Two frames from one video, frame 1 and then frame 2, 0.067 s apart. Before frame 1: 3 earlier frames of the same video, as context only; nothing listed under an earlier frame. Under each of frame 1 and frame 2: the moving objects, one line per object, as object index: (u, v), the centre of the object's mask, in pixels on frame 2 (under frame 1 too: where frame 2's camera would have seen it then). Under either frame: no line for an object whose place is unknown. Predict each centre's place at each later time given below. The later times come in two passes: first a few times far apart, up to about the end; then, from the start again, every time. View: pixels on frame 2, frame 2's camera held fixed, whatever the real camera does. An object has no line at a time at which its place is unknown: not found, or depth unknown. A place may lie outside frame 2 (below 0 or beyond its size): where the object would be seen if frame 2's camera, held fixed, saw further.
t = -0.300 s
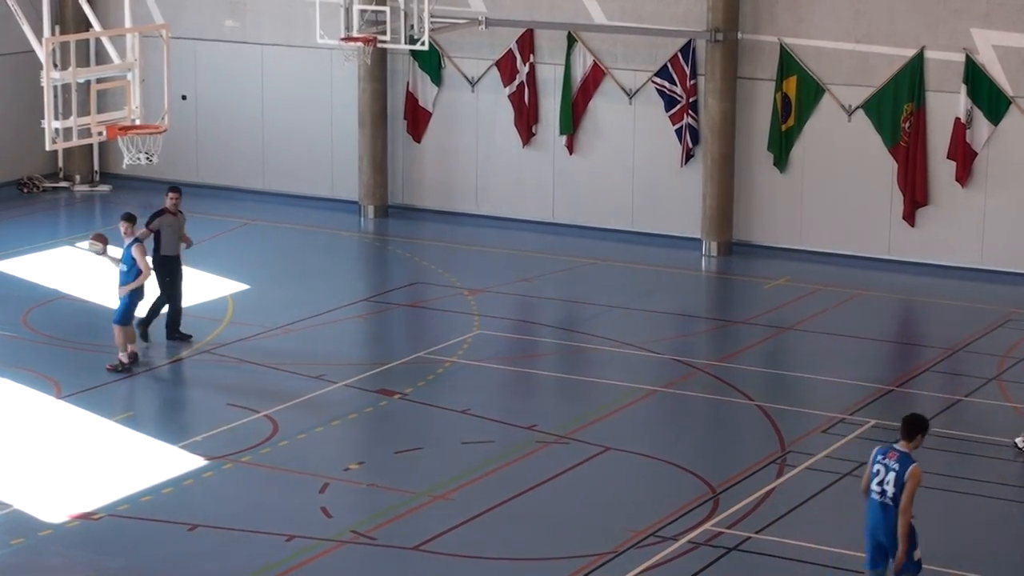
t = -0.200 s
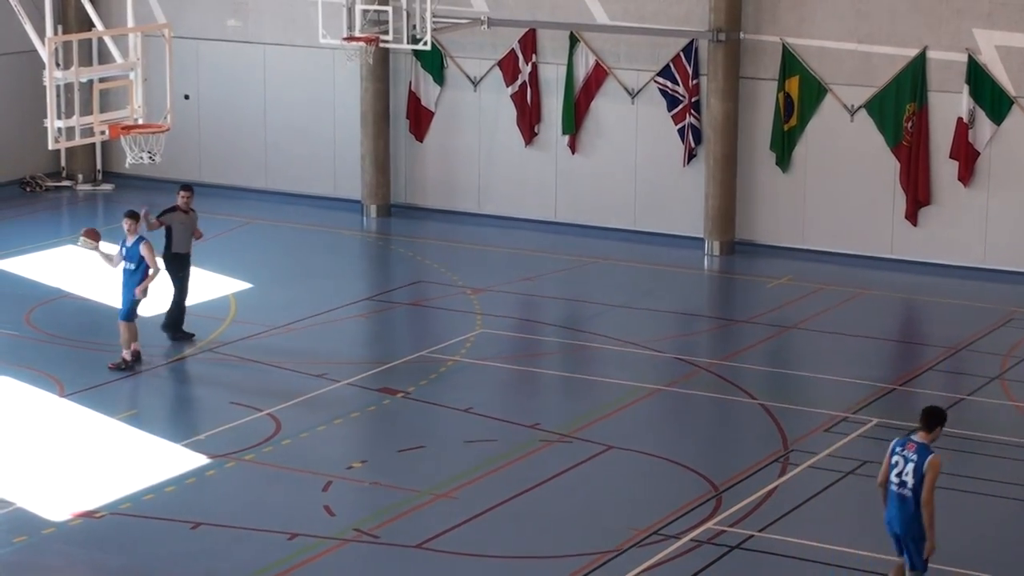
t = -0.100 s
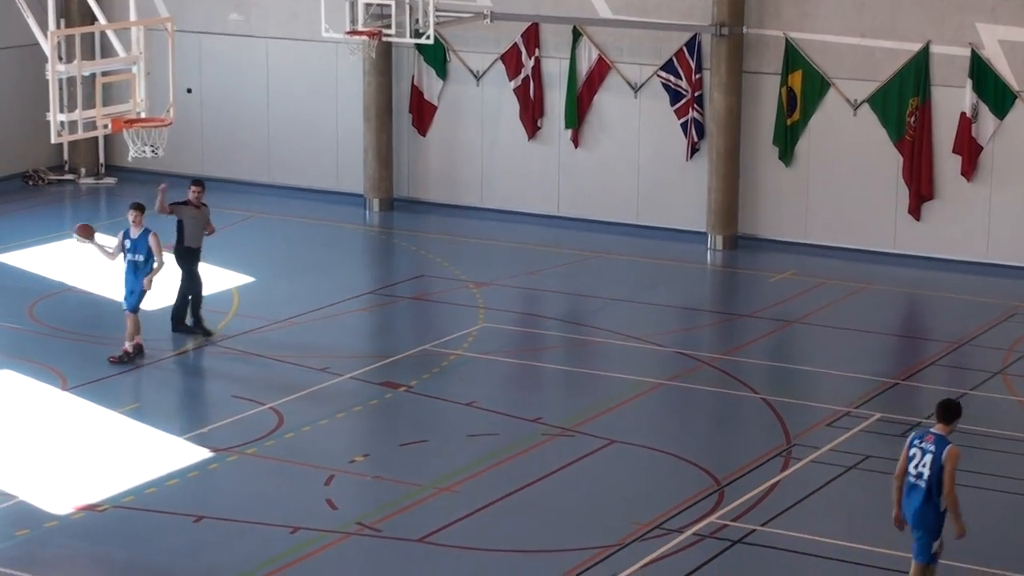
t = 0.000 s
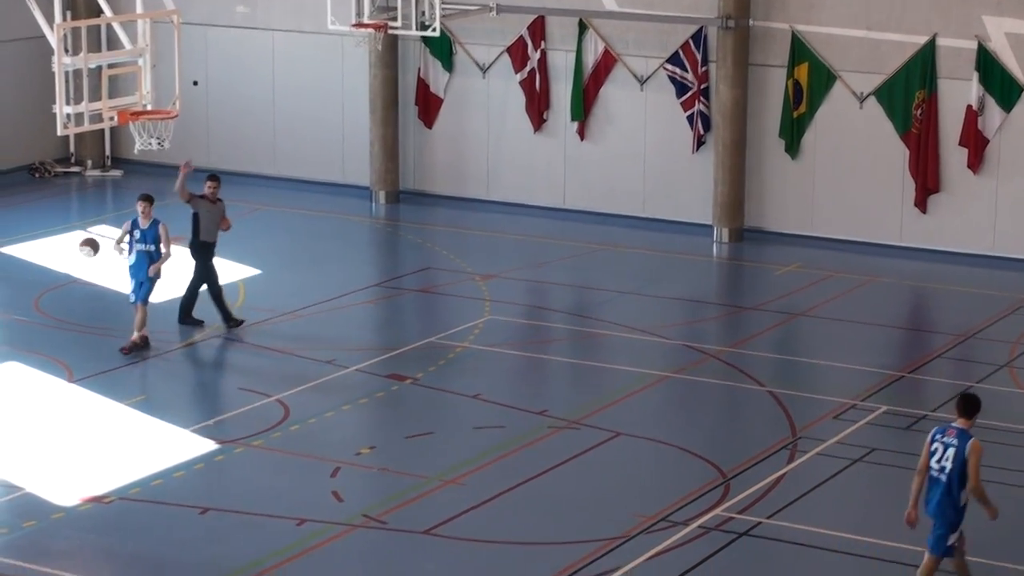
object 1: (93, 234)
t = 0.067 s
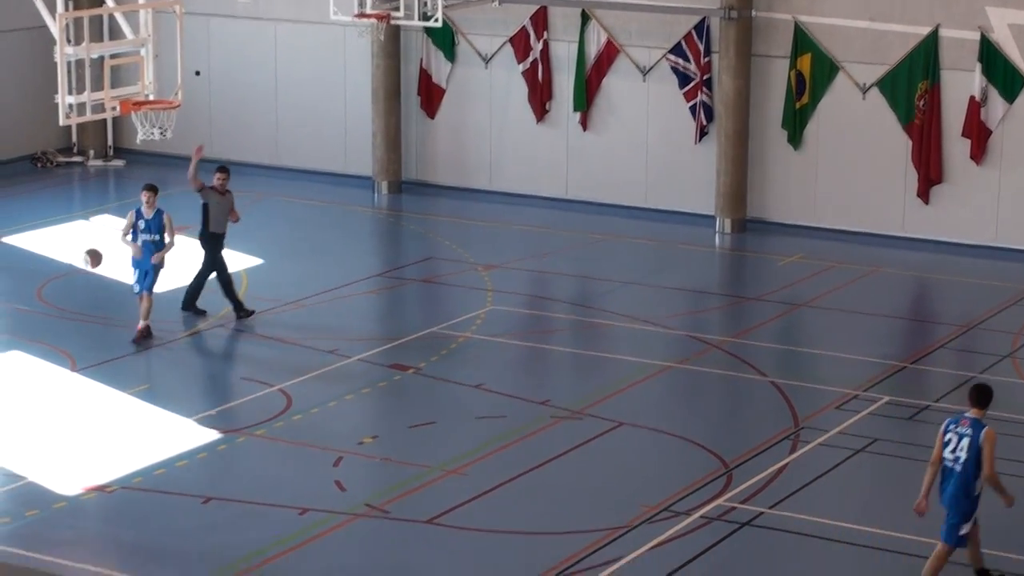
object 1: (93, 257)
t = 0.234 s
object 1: (91, 331)
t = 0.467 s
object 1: (89, 414)
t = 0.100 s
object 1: (92, 271)
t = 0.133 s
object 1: (90, 283)
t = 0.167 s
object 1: (91, 297)
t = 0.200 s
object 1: (90, 314)
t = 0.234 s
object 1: (91, 331)
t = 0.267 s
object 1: (91, 351)
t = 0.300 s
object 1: (91, 371)
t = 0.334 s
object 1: (95, 400)
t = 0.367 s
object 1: (95, 425)
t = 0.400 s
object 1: (93, 437)
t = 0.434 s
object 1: (93, 422)
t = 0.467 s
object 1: (89, 414)
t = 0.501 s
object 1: (88, 407)
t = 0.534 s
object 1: (87, 400)
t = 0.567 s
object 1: (85, 393)
